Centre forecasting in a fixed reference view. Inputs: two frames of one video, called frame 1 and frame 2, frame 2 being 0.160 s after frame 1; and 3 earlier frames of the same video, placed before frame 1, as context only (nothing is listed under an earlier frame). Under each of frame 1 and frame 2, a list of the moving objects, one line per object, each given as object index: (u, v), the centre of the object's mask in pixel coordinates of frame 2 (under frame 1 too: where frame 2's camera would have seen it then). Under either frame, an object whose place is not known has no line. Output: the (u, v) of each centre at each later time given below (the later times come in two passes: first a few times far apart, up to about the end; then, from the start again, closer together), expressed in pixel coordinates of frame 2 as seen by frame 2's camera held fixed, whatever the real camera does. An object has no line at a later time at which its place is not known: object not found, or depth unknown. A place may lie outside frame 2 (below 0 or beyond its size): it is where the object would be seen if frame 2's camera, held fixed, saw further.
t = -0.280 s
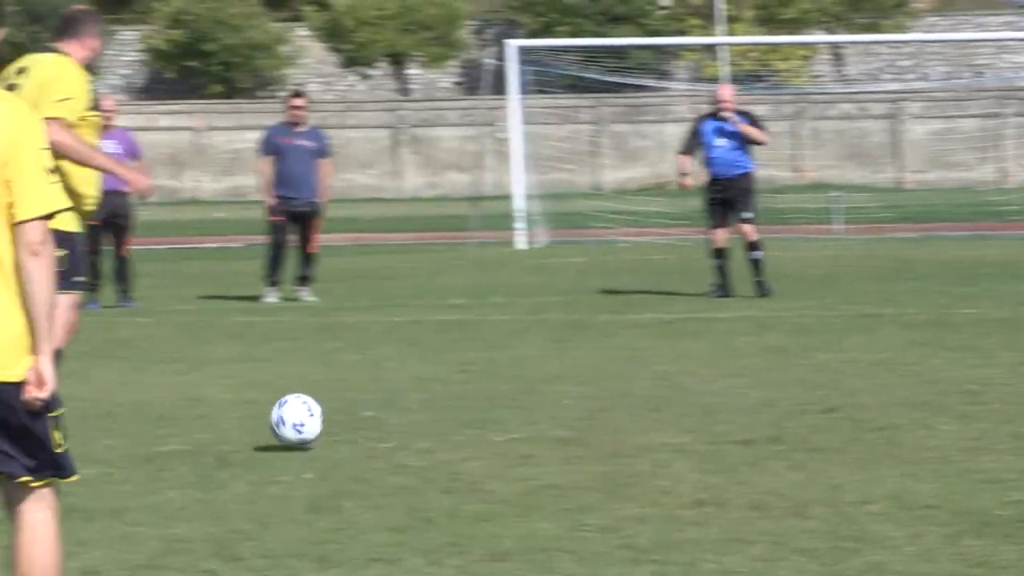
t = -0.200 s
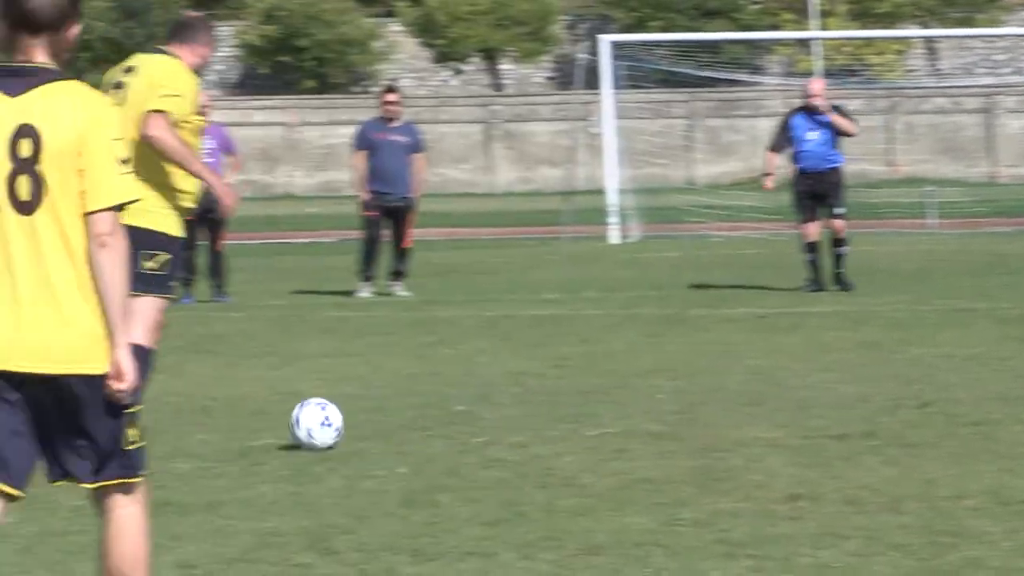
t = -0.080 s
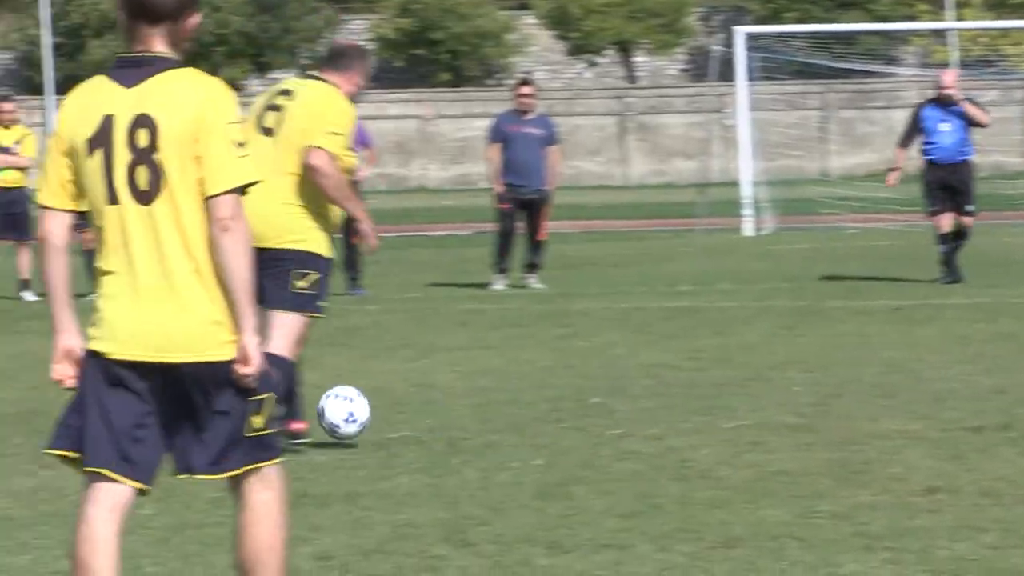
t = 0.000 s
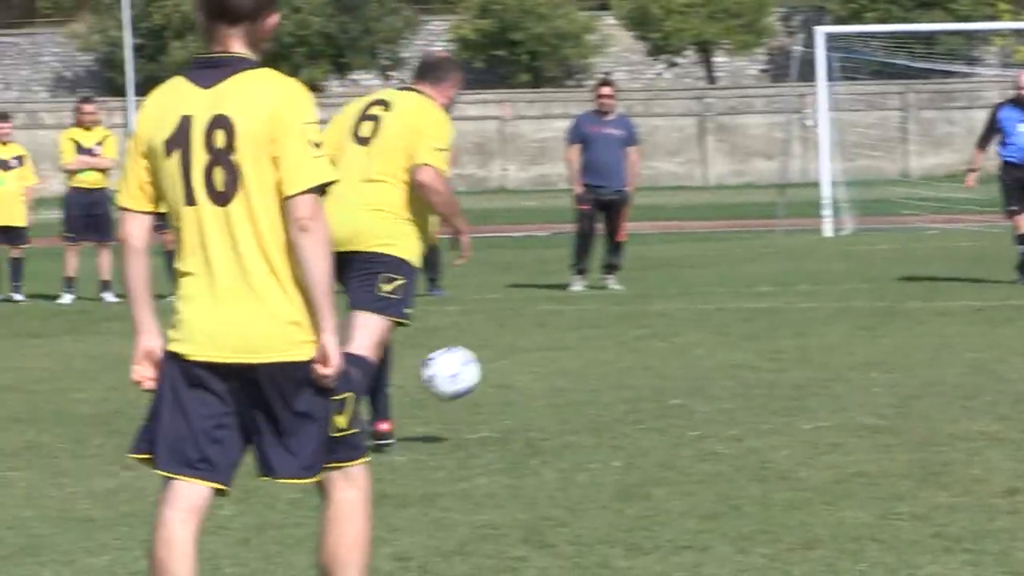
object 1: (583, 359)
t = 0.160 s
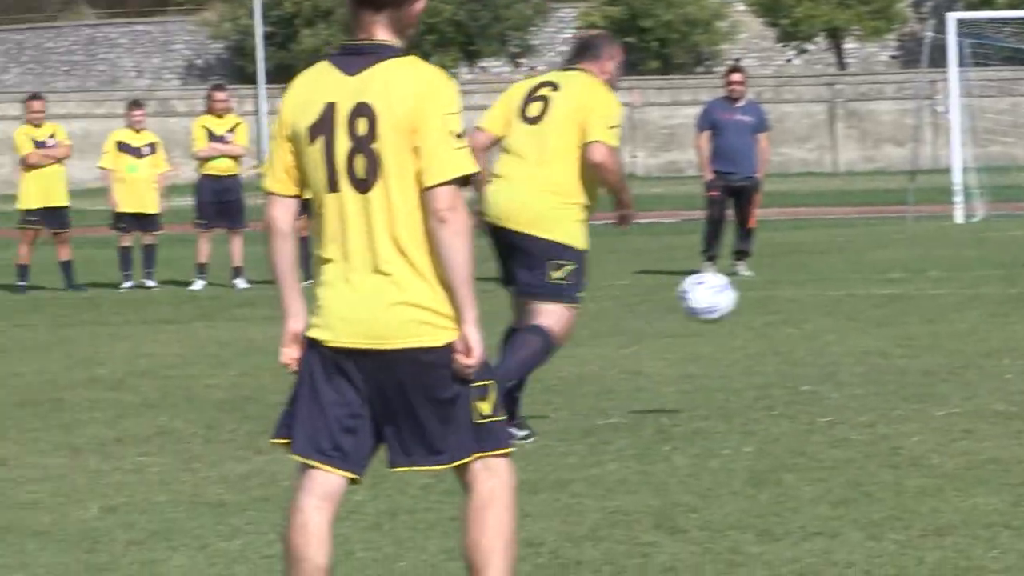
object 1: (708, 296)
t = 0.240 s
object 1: (772, 289)
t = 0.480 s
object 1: (958, 353)
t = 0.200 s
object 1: (740, 290)
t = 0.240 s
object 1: (772, 289)
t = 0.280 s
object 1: (808, 289)
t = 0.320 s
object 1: (840, 293)
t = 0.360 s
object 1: (871, 304)
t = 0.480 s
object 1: (958, 353)
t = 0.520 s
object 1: (984, 376)
